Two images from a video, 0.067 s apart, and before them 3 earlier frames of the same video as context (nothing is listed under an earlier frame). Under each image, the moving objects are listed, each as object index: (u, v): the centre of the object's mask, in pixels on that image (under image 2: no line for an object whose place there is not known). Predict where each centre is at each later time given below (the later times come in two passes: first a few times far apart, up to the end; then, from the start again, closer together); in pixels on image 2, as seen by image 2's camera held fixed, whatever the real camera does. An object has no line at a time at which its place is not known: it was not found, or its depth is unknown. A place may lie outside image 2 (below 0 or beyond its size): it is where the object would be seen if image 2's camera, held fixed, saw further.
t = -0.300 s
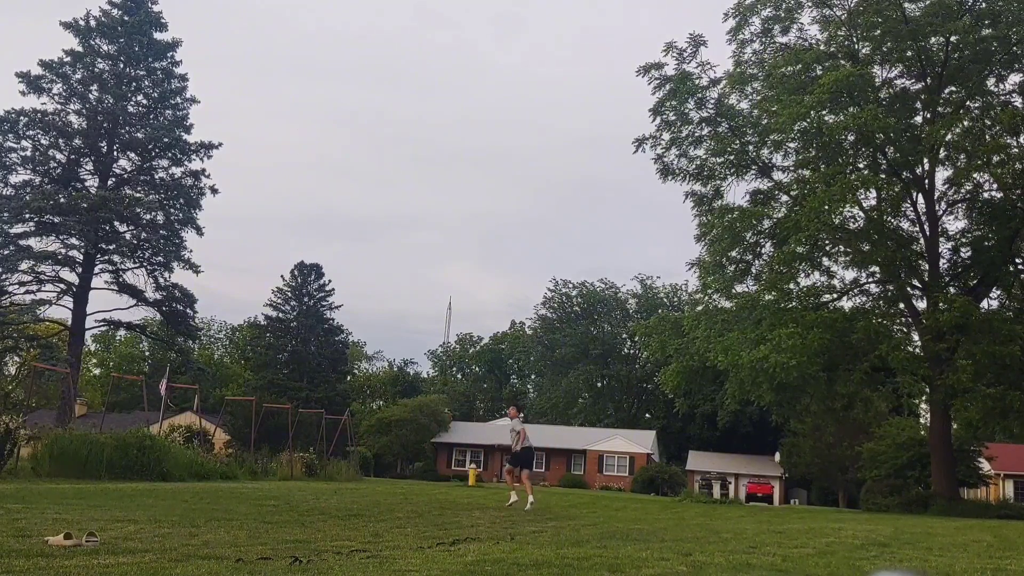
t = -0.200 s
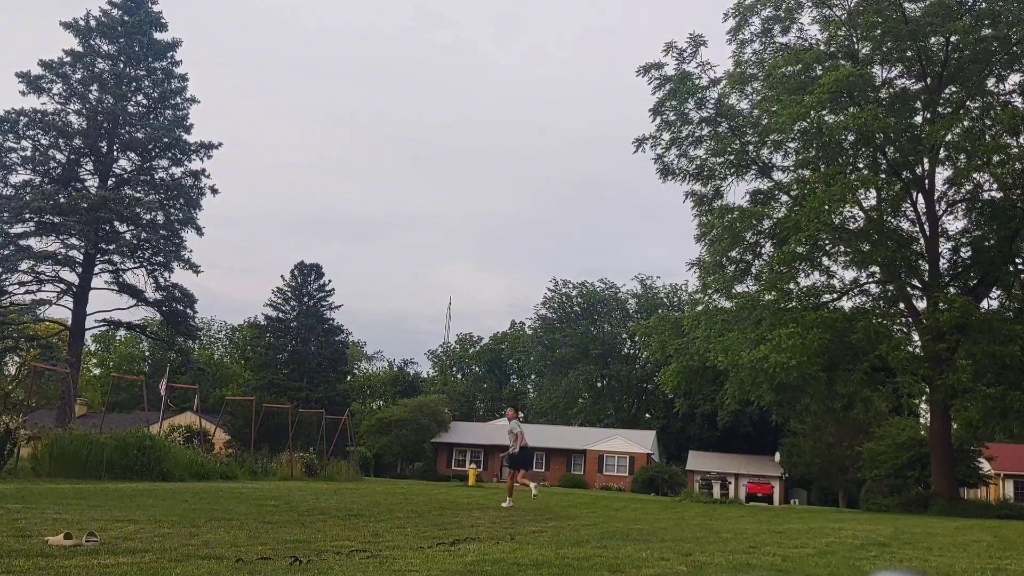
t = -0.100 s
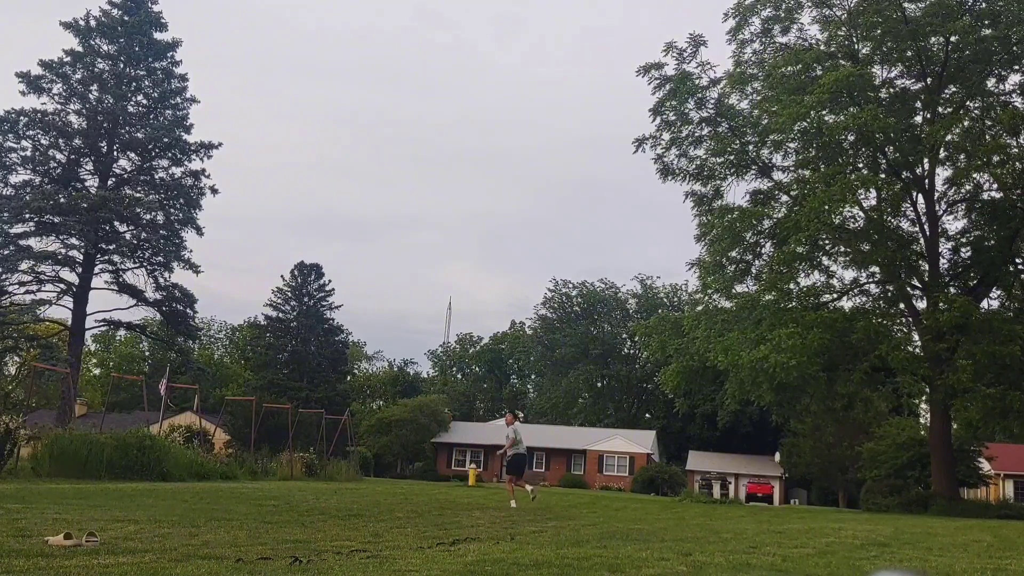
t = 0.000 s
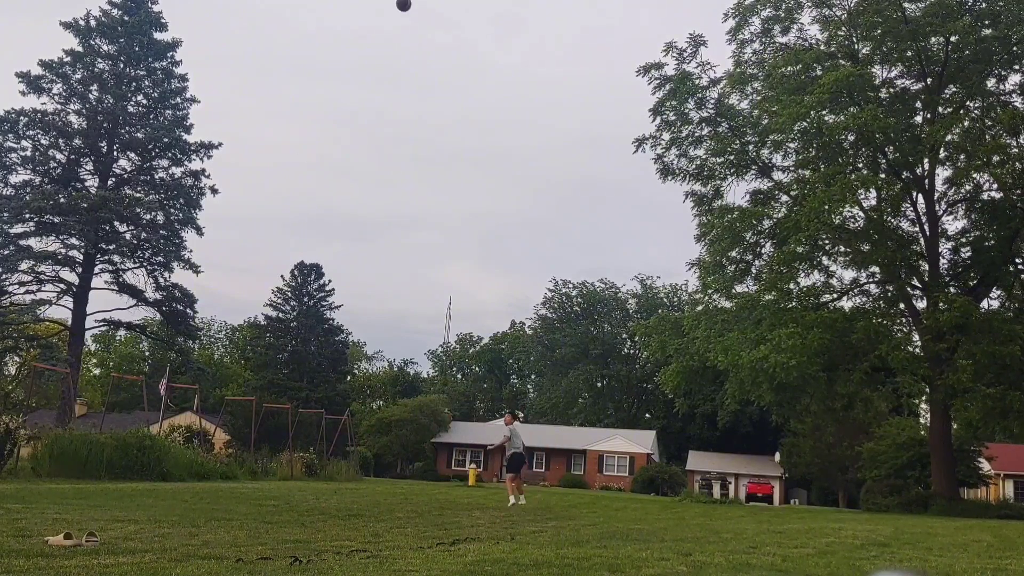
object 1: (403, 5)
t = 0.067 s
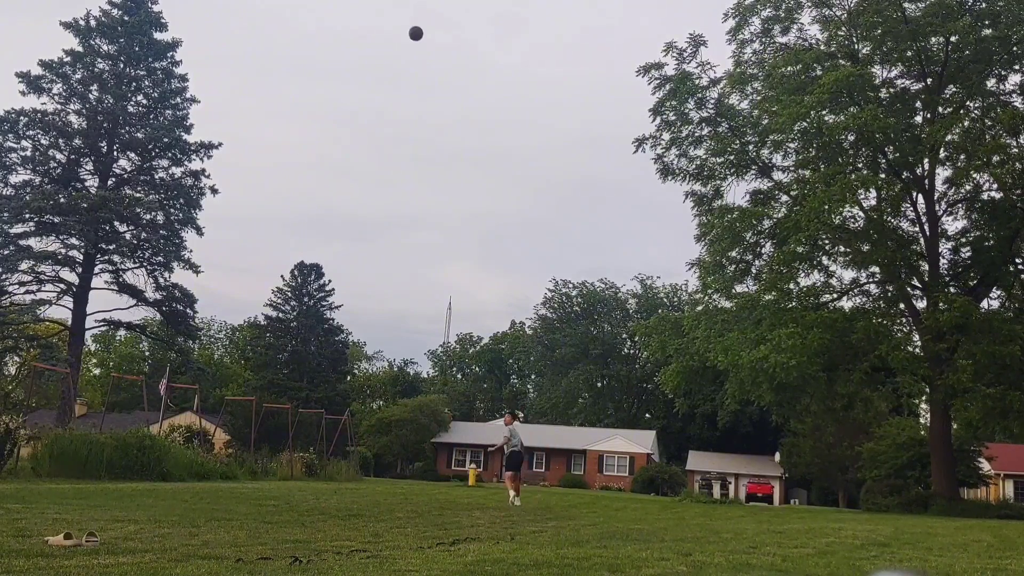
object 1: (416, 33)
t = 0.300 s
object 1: (445, 133)
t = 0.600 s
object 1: (467, 252)
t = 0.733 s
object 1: (473, 304)
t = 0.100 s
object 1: (421, 48)
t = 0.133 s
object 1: (426, 63)
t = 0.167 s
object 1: (430, 77)
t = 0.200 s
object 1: (434, 91)
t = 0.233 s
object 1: (438, 105)
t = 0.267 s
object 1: (442, 119)
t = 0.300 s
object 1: (445, 133)
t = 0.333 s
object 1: (448, 146)
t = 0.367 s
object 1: (451, 160)
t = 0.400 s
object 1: (454, 173)
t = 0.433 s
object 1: (457, 187)
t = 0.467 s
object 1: (459, 200)
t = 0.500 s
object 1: (461, 213)
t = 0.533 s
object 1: (463, 226)
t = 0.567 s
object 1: (465, 239)
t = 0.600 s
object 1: (467, 252)
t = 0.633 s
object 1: (469, 266)
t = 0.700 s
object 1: (472, 291)
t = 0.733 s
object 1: (473, 304)
